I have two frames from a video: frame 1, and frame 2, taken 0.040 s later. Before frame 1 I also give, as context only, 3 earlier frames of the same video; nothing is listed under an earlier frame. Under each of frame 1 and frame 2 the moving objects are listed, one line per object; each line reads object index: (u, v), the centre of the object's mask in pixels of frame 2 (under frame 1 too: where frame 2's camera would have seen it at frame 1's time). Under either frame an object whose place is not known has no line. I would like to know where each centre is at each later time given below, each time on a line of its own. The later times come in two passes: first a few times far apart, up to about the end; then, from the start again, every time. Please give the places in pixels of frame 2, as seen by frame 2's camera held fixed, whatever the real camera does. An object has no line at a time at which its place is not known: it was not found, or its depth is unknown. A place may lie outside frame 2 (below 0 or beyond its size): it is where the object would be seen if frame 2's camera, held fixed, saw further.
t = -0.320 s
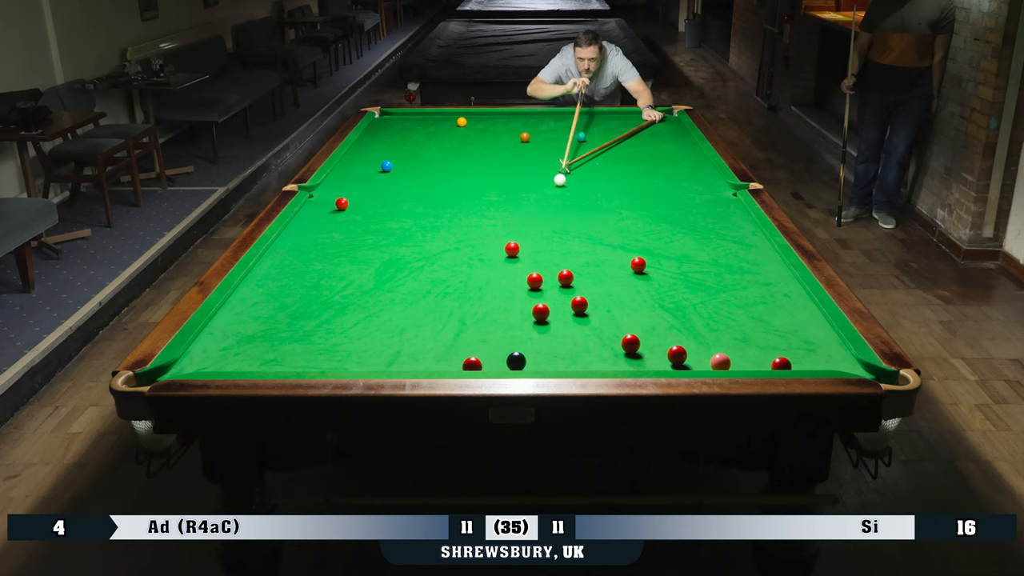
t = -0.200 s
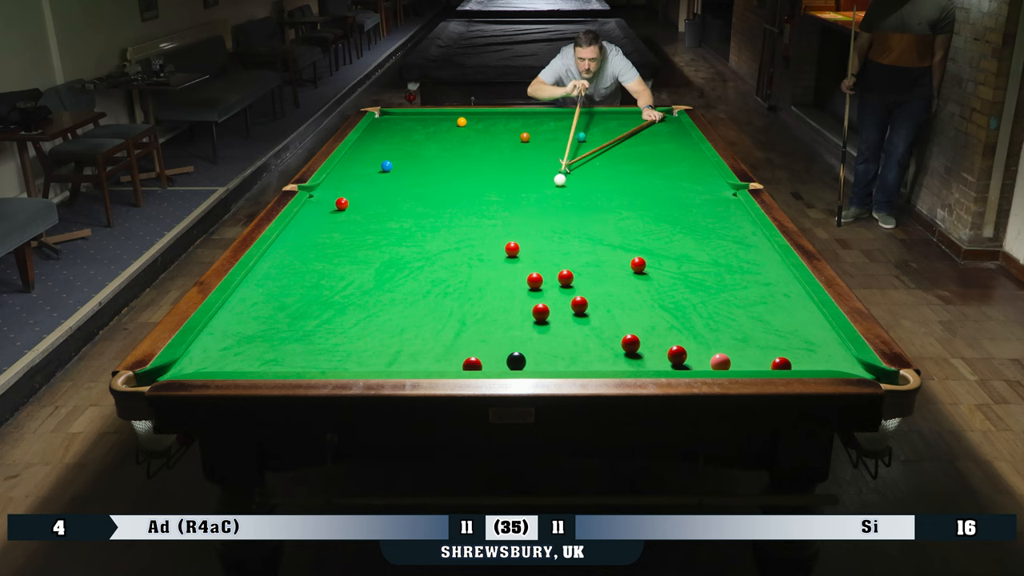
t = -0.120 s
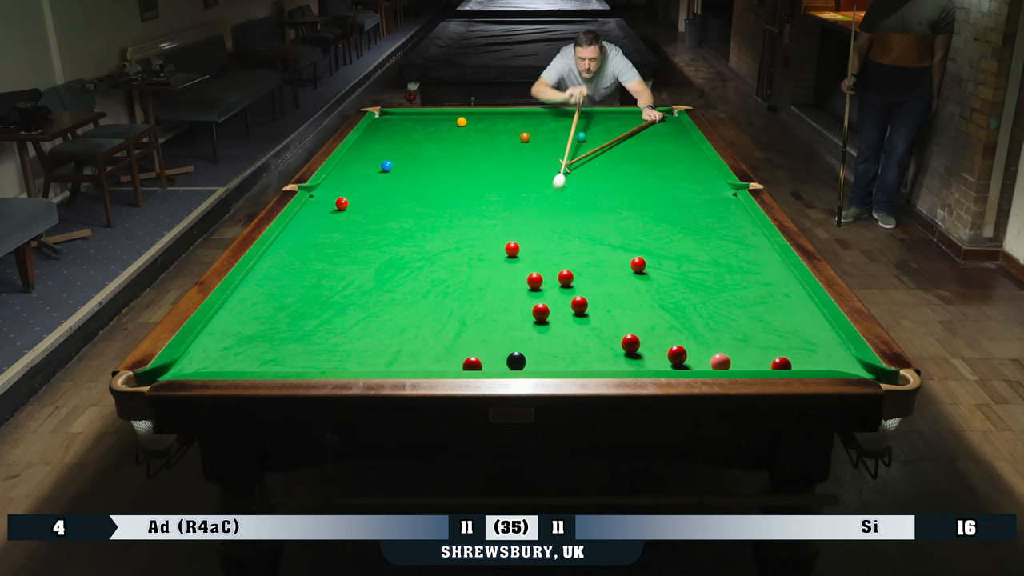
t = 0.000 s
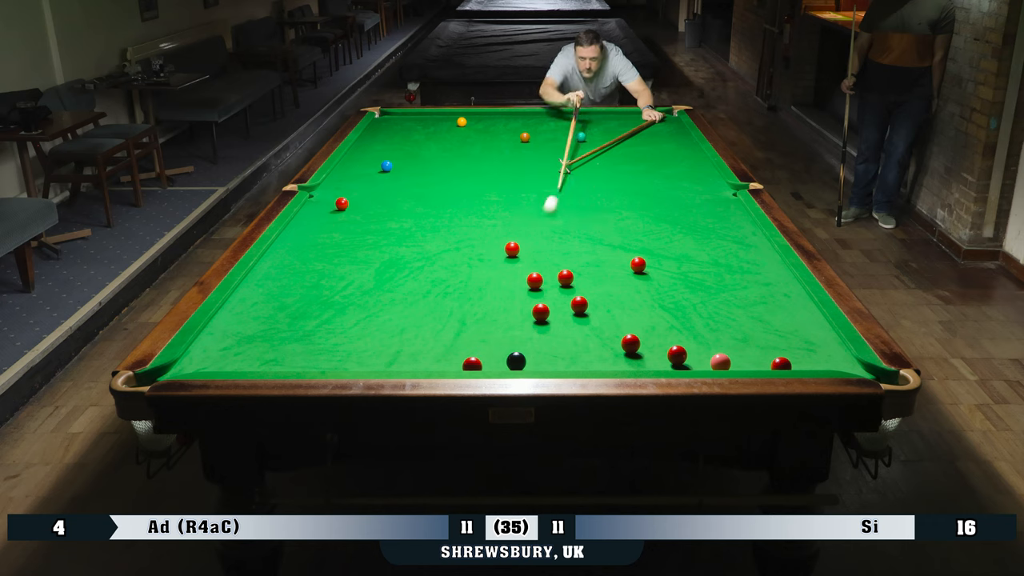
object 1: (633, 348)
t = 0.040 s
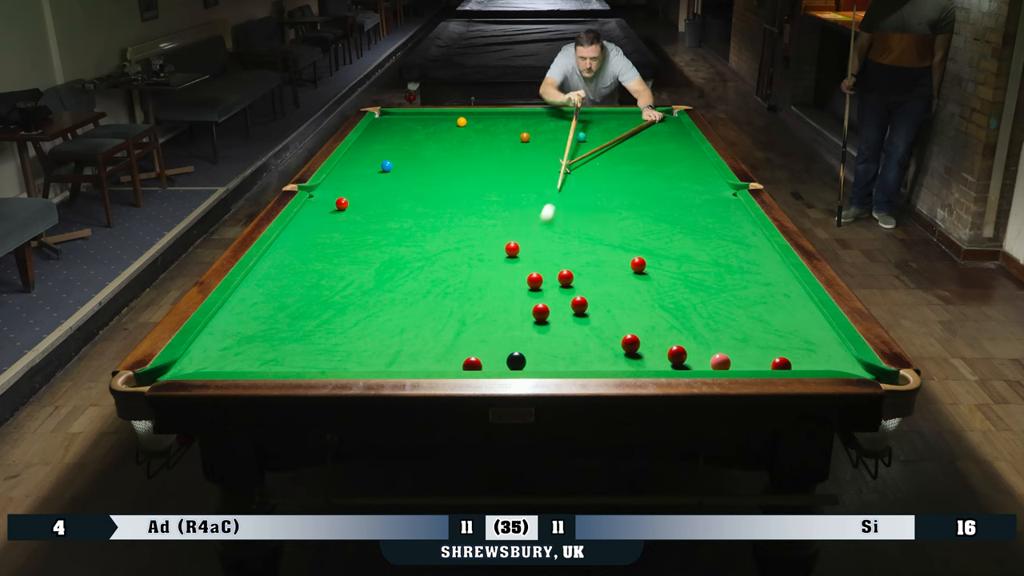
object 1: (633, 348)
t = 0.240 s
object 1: (633, 348)
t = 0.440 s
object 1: (631, 346)
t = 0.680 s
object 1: (629, 348)
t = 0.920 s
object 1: (621, 361)
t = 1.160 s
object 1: (614, 364)
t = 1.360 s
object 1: (608, 359)
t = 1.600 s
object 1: (602, 353)
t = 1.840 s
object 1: (596, 348)
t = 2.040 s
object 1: (592, 344)
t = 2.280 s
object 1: (588, 341)
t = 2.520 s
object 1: (585, 339)
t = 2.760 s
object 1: (582, 338)
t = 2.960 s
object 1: (581, 337)
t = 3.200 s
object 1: (581, 337)
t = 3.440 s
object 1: (581, 338)
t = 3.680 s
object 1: (581, 337)
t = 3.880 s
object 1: (581, 337)
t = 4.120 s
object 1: (581, 337)
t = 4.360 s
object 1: (581, 337)
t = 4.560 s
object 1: (581, 337)
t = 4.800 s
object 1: (581, 337)
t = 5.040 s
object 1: (581, 337)
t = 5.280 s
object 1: (581, 337)
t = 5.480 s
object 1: (581, 337)
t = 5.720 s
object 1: (581, 337)
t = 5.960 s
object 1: (581, 337)
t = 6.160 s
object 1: (581, 337)
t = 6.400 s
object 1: (581, 337)
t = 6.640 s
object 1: (581, 337)
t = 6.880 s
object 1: (581, 337)
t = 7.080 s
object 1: (581, 337)
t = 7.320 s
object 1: (581, 337)
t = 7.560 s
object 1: (581, 337)
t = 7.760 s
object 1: (581, 337)
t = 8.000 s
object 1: (581, 337)
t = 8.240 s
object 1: (581, 337)
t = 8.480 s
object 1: (581, 337)
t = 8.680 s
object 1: (581, 337)
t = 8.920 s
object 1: (581, 337)
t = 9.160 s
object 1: (581, 337)
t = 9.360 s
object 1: (581, 337)
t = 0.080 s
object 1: (633, 348)
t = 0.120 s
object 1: (633, 348)
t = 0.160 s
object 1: (633, 348)
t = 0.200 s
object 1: (633, 348)
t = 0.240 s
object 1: (633, 348)
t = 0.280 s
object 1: (633, 348)
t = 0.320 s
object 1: (632, 347)
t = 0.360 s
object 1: (632, 347)
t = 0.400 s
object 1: (631, 346)
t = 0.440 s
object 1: (631, 346)
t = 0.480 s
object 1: (631, 346)
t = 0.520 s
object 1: (631, 346)
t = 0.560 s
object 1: (631, 344)
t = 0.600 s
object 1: (631, 344)
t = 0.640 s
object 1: (630, 346)
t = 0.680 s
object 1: (629, 348)
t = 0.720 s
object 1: (627, 350)
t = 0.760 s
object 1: (626, 352)
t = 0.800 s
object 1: (625, 354)
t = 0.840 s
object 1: (624, 357)
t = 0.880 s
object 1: (623, 359)
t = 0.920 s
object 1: (621, 361)
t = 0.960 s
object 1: (620, 362)
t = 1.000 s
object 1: (619, 363)
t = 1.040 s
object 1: (618, 364)
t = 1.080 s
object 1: (616, 365)
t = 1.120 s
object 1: (615, 364)
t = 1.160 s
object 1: (614, 364)
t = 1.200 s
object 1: (613, 363)
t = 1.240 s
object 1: (612, 362)
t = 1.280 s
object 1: (610, 361)
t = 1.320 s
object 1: (609, 360)
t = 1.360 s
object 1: (608, 359)
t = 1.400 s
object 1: (607, 359)
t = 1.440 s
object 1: (606, 357)
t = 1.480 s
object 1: (605, 356)
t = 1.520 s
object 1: (604, 355)
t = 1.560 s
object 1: (603, 354)
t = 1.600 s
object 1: (602, 353)
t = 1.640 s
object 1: (601, 352)
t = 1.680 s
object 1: (600, 351)
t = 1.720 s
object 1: (599, 350)
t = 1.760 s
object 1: (598, 349)
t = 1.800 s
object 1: (597, 349)
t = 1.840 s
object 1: (596, 348)
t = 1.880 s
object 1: (595, 347)
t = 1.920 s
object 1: (594, 346)
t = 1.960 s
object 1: (594, 346)
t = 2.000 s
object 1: (593, 345)
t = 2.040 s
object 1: (592, 344)
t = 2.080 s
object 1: (591, 343)
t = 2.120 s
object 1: (590, 343)
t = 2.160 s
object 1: (590, 342)
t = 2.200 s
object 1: (589, 342)
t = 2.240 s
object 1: (588, 341)
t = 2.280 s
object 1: (588, 341)
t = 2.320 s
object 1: (587, 341)
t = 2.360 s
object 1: (587, 340)
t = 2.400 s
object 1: (586, 340)
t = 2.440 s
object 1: (586, 339)
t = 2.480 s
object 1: (585, 339)
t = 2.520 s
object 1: (585, 339)
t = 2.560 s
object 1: (584, 338)
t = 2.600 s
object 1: (584, 338)
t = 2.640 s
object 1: (584, 338)
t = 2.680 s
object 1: (583, 338)
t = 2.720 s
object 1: (583, 338)
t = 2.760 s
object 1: (582, 338)
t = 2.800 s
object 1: (582, 337)
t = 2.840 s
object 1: (581, 337)
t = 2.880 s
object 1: (581, 337)
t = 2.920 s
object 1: (581, 337)
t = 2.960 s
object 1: (581, 337)
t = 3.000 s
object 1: (581, 337)
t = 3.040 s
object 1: (581, 338)
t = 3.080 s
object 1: (581, 337)
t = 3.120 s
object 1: (581, 337)
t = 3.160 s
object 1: (581, 337)
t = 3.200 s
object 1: (581, 337)
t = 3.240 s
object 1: (581, 337)
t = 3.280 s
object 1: (581, 337)
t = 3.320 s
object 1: (581, 337)
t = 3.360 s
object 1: (581, 337)
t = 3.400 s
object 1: (581, 337)
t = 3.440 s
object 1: (581, 338)
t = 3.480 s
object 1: (581, 338)
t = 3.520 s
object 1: (581, 338)
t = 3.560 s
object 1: (581, 338)
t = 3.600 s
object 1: (581, 337)
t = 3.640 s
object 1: (581, 337)
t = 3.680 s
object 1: (581, 337)
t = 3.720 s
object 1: (581, 337)
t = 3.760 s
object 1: (581, 337)
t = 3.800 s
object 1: (581, 337)
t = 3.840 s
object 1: (581, 337)
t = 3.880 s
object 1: (581, 337)
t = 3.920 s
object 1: (581, 337)
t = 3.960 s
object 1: (581, 337)
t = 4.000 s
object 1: (581, 337)
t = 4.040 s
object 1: (581, 337)
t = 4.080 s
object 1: (581, 337)
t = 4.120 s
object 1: (581, 337)
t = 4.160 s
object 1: (581, 337)
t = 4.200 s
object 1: (581, 337)
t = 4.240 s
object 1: (581, 337)
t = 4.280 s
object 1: (581, 337)
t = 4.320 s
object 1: (581, 337)
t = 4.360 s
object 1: (581, 337)
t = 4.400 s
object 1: (581, 337)
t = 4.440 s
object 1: (581, 337)
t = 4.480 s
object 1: (581, 337)
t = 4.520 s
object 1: (581, 337)
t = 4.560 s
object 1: (581, 337)
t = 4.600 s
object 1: (581, 337)
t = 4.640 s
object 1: (581, 337)
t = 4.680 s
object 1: (581, 337)
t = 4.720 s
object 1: (581, 337)
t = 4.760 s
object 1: (581, 337)
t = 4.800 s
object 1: (581, 337)
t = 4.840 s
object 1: (581, 337)
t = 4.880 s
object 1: (581, 337)
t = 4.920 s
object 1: (581, 337)
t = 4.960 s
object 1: (581, 337)
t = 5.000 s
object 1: (581, 337)
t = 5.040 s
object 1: (581, 337)
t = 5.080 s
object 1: (581, 337)
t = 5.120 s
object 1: (581, 337)
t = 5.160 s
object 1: (581, 337)
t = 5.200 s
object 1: (581, 337)
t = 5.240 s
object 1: (581, 337)
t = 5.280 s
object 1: (581, 337)
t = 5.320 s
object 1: (581, 337)
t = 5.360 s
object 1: (581, 337)
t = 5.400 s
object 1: (581, 337)
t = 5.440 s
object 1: (581, 337)
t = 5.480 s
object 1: (581, 337)
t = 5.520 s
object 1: (581, 337)
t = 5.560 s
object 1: (581, 337)
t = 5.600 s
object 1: (581, 337)
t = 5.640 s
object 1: (581, 337)
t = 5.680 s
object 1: (581, 337)
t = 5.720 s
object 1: (581, 337)
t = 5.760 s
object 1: (581, 337)
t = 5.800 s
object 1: (581, 337)
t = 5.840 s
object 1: (581, 337)
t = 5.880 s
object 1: (581, 337)
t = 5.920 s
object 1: (581, 337)
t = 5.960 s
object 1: (581, 337)
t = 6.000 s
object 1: (581, 337)
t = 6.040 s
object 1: (581, 337)
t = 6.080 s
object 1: (581, 337)
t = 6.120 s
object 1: (581, 337)
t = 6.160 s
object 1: (581, 337)
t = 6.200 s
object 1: (581, 337)
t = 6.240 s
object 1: (581, 337)
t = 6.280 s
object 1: (581, 337)
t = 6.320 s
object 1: (581, 337)
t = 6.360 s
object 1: (581, 337)
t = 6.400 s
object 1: (581, 337)
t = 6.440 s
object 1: (581, 337)
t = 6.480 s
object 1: (581, 337)
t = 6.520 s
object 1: (581, 337)
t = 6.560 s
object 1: (581, 337)
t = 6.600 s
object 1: (581, 337)
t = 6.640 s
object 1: (581, 337)
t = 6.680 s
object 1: (581, 337)
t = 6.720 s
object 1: (581, 337)
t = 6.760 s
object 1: (581, 337)
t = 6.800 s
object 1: (581, 337)
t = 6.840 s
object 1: (581, 337)
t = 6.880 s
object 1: (581, 337)
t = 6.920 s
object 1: (581, 337)
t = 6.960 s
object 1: (581, 337)
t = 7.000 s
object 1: (581, 337)
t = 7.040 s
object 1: (581, 337)
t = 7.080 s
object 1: (581, 337)
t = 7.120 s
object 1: (581, 337)
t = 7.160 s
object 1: (581, 337)
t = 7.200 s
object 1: (581, 337)
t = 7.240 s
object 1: (581, 337)
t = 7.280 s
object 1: (581, 337)
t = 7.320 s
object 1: (581, 337)
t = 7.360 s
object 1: (581, 337)
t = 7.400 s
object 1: (581, 337)
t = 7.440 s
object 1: (581, 337)
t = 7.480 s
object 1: (581, 337)
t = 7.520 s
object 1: (581, 337)
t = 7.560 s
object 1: (581, 337)
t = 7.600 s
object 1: (581, 337)
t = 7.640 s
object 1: (581, 337)
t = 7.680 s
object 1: (581, 337)
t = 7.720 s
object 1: (581, 337)
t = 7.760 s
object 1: (581, 337)
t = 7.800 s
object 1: (581, 337)
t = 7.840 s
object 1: (581, 337)
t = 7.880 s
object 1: (581, 337)
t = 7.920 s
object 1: (581, 337)
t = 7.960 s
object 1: (581, 337)
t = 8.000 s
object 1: (581, 337)
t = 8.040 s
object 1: (581, 337)
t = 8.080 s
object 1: (581, 337)
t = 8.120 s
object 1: (581, 337)
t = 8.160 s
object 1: (581, 337)
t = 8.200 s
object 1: (581, 337)
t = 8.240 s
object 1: (581, 337)
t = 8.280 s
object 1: (581, 337)
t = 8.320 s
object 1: (581, 337)
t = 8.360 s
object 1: (581, 337)
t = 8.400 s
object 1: (581, 337)
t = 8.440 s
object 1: (581, 337)
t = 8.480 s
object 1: (581, 337)
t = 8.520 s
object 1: (581, 337)
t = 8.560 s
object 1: (581, 337)
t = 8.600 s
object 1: (581, 337)
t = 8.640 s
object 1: (581, 337)
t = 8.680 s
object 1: (581, 337)
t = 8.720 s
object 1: (581, 337)
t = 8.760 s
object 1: (581, 337)
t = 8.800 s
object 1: (581, 337)
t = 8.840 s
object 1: (581, 337)
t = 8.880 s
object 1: (581, 337)
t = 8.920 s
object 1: (581, 337)
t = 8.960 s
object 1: (581, 337)
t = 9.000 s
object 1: (581, 337)
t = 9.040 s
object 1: (581, 337)
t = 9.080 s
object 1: (581, 337)
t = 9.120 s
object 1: (581, 337)
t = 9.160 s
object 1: (581, 337)
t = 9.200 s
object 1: (581, 337)
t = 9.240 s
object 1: (581, 337)
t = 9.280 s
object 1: (581, 337)
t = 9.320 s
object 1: (581, 337)
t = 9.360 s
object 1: (581, 337)
